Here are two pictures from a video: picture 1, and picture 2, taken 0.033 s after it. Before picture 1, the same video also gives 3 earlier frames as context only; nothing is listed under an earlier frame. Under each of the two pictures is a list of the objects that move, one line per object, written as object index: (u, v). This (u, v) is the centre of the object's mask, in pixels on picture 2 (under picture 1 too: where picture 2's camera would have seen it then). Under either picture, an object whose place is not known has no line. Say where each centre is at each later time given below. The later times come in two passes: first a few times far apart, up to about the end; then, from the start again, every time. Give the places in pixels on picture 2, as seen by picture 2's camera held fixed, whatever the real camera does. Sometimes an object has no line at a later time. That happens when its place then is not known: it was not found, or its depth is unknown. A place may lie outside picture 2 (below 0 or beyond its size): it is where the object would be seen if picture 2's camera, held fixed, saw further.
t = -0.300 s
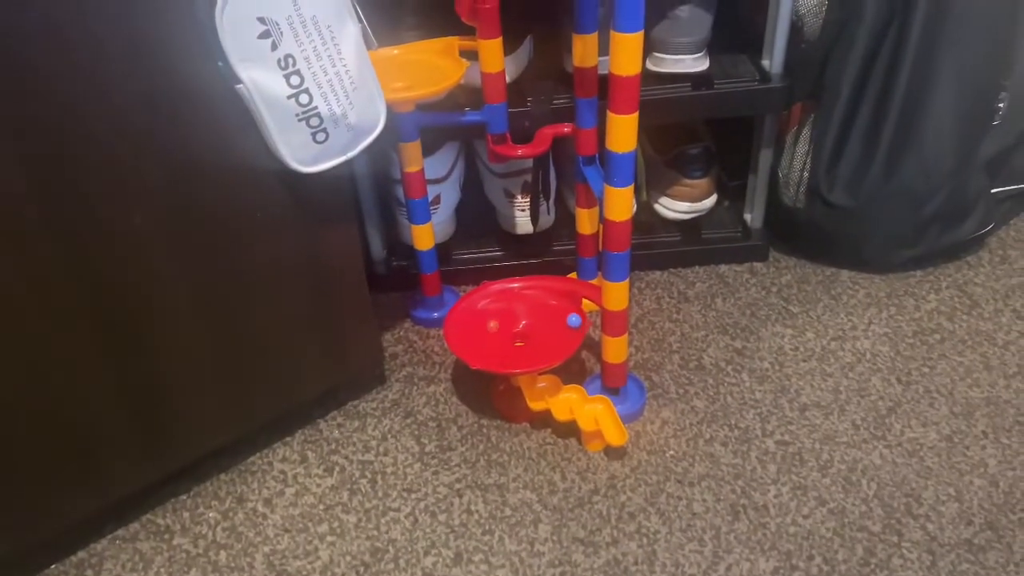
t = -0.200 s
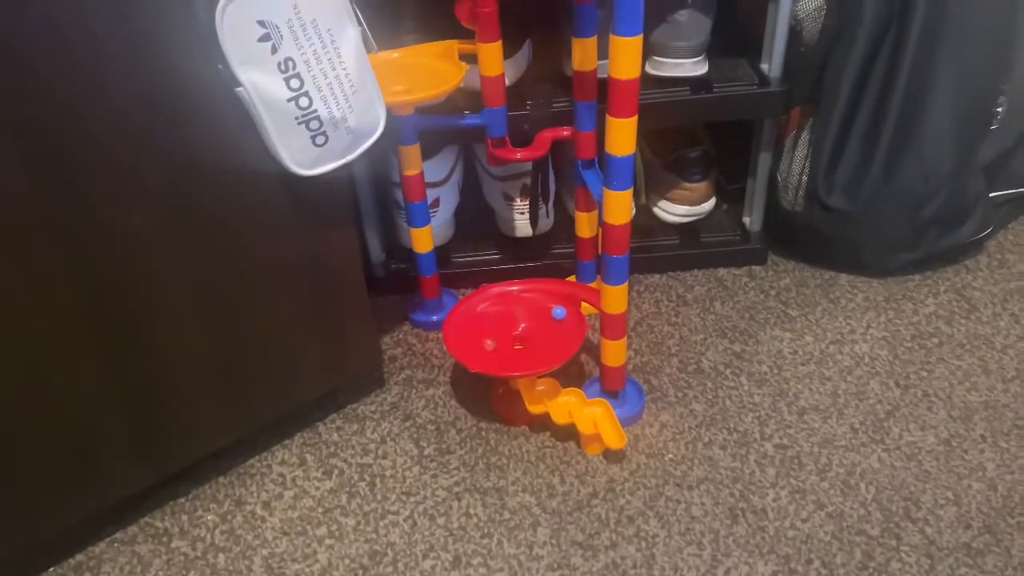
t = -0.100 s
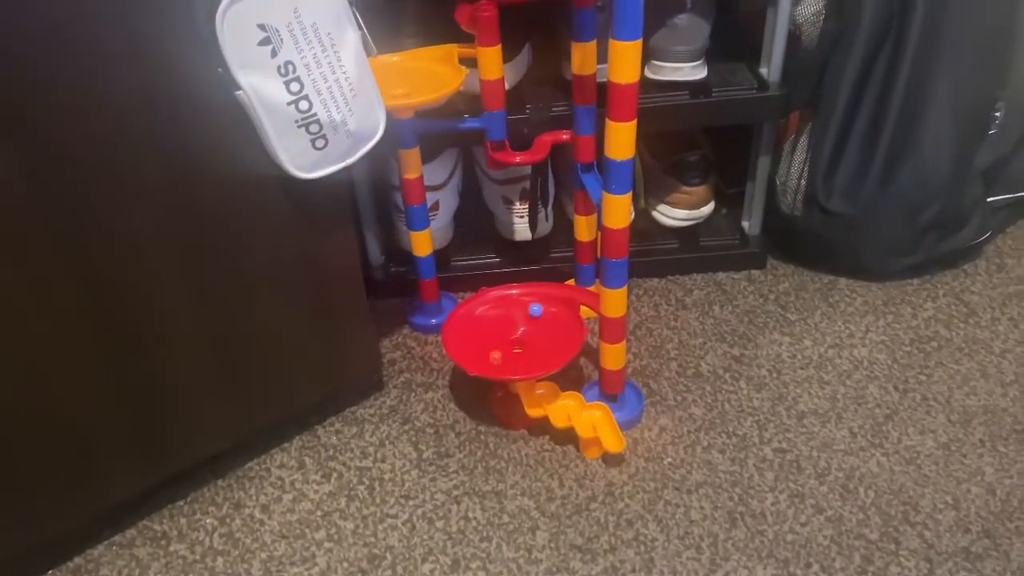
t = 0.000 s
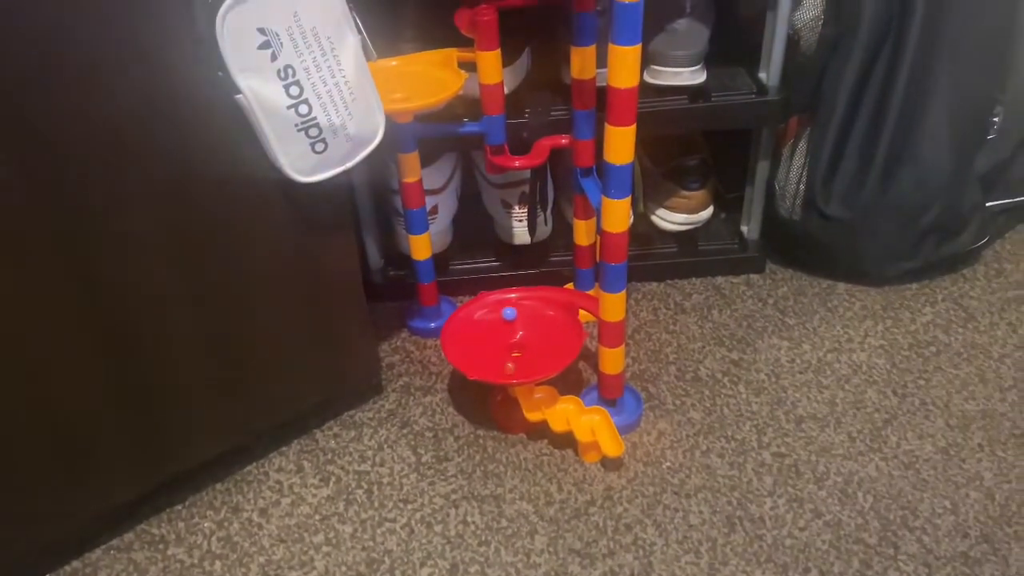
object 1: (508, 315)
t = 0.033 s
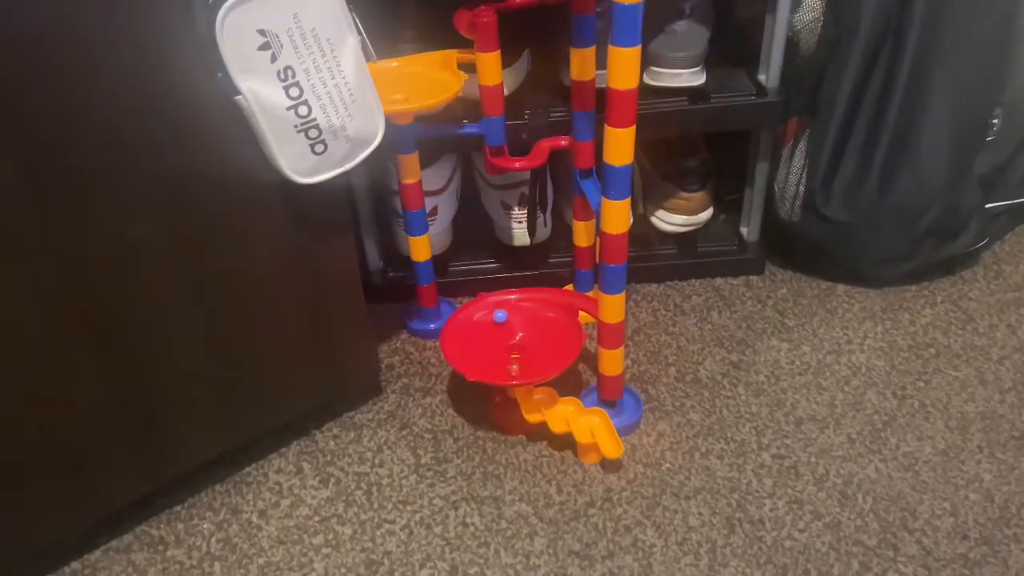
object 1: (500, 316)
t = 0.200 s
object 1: (469, 330)
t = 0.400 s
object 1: (467, 354)
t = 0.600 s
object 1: (504, 368)
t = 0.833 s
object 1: (556, 353)
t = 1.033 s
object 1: (565, 328)
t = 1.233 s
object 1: (534, 316)
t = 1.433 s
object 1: (491, 328)
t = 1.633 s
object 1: (477, 353)
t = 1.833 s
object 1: (504, 368)
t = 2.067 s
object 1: (547, 355)
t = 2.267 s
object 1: (552, 329)
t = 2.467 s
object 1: (522, 316)
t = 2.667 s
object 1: (490, 330)
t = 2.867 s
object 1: (491, 355)
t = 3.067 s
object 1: (525, 364)
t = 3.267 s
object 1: (551, 350)
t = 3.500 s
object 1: (542, 325)
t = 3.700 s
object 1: (513, 319)
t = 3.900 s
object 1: (490, 337)
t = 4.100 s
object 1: (505, 360)
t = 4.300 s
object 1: (537, 361)
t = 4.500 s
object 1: (549, 344)
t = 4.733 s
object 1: (520, 327)
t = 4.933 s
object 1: (488, 332)
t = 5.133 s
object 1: (493, 351)
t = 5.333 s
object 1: (532, 355)
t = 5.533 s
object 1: (551, 341)
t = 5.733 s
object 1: (532, 331)
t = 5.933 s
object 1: (495, 337)
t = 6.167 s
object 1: (495, 354)
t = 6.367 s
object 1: (529, 352)
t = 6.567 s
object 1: (541, 333)
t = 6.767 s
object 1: (520, 328)
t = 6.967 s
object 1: (497, 345)
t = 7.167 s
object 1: (509, 359)
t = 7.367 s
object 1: (531, 350)
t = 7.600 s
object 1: (522, 329)
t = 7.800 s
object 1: (501, 334)
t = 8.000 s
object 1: (509, 353)
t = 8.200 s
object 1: (533, 353)
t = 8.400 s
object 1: (531, 339)
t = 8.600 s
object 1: (501, 336)
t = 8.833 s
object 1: (502, 350)
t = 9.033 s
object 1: (532, 346)
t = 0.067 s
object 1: (492, 318)
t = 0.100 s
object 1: (486, 320)
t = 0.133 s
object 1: (479, 323)
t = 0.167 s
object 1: (474, 326)
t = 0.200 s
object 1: (469, 330)
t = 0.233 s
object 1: (466, 334)
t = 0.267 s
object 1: (464, 338)
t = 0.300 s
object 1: (463, 342)
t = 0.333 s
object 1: (463, 346)
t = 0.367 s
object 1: (464, 350)
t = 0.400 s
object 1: (467, 354)
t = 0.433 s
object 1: (471, 358)
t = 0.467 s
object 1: (475, 361)
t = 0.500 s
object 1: (481, 364)
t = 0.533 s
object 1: (488, 366)
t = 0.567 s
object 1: (495, 368)
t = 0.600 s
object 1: (504, 368)
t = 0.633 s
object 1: (512, 368)
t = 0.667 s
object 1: (521, 367)
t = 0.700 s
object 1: (529, 366)
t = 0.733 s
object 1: (537, 363)
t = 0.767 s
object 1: (544, 360)
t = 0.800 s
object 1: (551, 357)
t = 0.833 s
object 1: (556, 353)
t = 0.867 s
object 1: (560, 348)
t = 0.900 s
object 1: (564, 344)
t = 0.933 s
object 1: (566, 340)
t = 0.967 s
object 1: (567, 336)
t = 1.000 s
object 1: (567, 331)
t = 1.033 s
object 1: (565, 328)
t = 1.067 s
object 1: (562, 324)
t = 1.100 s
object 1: (559, 321)
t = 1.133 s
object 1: (554, 319)
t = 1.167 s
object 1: (548, 318)
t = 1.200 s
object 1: (542, 317)
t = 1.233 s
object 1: (534, 316)
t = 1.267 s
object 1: (527, 317)
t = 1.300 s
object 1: (520, 318)
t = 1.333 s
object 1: (511, 320)
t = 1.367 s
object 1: (504, 322)
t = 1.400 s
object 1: (497, 325)
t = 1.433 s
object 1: (491, 328)
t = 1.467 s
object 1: (485, 333)
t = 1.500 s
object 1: (481, 337)
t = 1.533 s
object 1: (478, 341)
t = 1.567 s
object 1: (476, 345)
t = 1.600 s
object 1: (476, 349)
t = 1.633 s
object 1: (477, 353)
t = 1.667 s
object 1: (479, 357)
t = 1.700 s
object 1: (482, 361)
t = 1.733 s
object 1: (486, 364)
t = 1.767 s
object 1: (491, 366)
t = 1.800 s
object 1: (497, 367)
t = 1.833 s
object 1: (504, 368)
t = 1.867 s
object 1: (510, 368)
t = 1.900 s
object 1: (517, 368)
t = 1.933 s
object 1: (524, 366)
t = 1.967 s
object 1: (531, 364)
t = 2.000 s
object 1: (537, 362)
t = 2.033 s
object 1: (542, 358)
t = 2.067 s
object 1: (547, 355)
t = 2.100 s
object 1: (551, 350)
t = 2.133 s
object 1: (553, 346)
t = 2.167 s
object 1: (554, 341)
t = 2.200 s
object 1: (555, 336)
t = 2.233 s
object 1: (554, 332)
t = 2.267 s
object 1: (552, 329)
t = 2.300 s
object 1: (549, 325)
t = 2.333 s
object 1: (545, 322)
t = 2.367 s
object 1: (540, 319)
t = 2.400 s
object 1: (535, 318)
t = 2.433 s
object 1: (529, 317)
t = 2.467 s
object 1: (522, 316)
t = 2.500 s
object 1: (516, 316)
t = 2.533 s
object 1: (510, 318)
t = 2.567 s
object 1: (504, 320)
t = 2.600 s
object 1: (499, 322)
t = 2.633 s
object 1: (494, 326)
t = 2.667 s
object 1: (490, 330)
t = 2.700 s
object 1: (487, 334)
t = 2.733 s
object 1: (486, 338)
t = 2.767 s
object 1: (485, 343)
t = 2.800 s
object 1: (486, 347)
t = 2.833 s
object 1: (488, 351)
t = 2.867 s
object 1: (491, 355)
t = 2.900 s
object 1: (496, 358)
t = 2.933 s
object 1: (501, 361)
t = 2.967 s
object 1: (506, 363)
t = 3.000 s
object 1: (512, 364)
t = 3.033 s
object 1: (518, 364)
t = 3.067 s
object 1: (525, 364)
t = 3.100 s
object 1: (531, 363)
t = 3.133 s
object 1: (537, 361)
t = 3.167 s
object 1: (542, 359)
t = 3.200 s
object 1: (545, 356)
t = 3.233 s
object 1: (549, 353)
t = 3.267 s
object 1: (551, 350)
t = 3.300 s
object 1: (552, 346)
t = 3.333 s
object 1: (552, 343)
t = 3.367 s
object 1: (552, 339)
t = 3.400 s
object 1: (549, 336)
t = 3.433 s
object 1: (548, 332)
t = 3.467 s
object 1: (545, 328)
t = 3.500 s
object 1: (542, 325)
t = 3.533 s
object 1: (538, 323)
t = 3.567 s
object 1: (533, 320)
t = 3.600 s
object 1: (529, 319)
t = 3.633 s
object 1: (523, 318)
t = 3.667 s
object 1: (518, 318)
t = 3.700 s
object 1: (513, 319)
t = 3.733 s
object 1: (507, 321)
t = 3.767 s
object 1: (502, 322)
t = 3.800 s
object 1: (498, 325)
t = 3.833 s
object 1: (494, 329)
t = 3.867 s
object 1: (491, 333)
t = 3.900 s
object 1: (490, 337)
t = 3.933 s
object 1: (489, 342)
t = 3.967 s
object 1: (490, 346)
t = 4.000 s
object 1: (492, 350)
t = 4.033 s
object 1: (496, 354)
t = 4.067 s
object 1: (500, 357)
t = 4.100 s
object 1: (505, 360)
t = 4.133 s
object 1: (510, 362)
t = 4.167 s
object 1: (516, 363)
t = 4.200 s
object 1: (522, 363)
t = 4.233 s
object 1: (527, 363)
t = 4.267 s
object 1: (533, 362)
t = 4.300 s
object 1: (537, 361)
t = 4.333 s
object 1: (542, 358)
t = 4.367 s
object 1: (545, 356)
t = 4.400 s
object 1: (547, 353)
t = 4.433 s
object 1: (549, 350)
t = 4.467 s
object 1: (550, 347)
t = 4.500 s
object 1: (549, 344)
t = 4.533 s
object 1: (548, 341)
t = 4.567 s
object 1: (546, 338)
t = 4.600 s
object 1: (542, 335)
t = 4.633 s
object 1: (538, 332)
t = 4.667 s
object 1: (532, 330)
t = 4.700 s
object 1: (526, 328)
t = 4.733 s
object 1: (520, 327)
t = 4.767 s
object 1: (513, 326)
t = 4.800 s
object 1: (507, 326)
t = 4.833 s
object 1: (501, 326)
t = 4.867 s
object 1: (496, 328)
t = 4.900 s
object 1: (491, 330)
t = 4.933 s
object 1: (488, 332)
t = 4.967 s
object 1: (486, 335)
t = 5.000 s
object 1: (485, 337)
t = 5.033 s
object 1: (485, 341)
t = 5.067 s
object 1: (487, 345)
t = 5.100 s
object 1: (489, 348)
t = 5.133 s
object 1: (493, 351)
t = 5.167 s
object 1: (498, 353)
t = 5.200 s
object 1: (505, 355)
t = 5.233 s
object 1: (511, 356)
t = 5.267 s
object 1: (518, 356)
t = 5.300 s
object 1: (525, 356)
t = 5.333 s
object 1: (532, 355)
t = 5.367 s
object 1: (538, 353)
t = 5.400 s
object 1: (542, 351)
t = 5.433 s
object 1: (546, 349)
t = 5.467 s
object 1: (549, 346)
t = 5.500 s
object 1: (550, 344)
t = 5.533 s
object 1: (551, 341)
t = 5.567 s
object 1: (550, 339)
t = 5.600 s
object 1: (548, 336)
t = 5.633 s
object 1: (546, 335)
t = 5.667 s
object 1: (542, 333)
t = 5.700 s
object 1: (537, 331)
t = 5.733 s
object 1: (532, 331)
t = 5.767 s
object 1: (525, 331)
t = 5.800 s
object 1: (518, 331)
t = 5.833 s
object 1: (512, 332)
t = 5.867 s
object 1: (505, 333)
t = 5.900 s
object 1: (500, 335)
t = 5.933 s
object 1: (495, 337)
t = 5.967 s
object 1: (491, 340)
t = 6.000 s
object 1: (488, 342)
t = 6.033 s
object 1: (487, 345)
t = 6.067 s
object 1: (488, 347)
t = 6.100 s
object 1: (489, 350)
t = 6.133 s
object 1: (492, 352)
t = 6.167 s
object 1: (495, 354)
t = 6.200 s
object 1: (500, 356)
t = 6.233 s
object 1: (506, 356)
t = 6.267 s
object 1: (512, 356)
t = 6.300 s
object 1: (517, 355)
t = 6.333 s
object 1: (524, 354)
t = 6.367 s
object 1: (529, 352)
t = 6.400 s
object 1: (534, 349)
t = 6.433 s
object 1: (538, 346)
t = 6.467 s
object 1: (540, 342)
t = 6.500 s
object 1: (541, 339)
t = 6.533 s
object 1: (542, 336)
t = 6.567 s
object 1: (541, 333)
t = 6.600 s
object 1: (540, 331)
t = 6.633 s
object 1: (537, 329)
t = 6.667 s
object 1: (534, 328)
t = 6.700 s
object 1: (530, 327)
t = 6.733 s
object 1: (525, 327)
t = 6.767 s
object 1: (520, 328)
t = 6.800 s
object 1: (514, 330)
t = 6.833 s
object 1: (510, 332)
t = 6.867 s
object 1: (505, 335)
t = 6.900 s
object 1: (501, 338)
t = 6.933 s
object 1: (499, 341)
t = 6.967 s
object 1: (497, 345)
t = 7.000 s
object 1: (497, 348)
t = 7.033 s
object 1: (497, 351)
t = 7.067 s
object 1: (499, 354)
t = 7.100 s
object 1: (502, 356)
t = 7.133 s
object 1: (505, 358)
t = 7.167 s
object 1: (509, 359)
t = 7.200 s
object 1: (513, 359)
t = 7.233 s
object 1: (517, 358)
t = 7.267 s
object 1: (521, 357)
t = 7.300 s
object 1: (525, 355)
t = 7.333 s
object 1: (529, 353)
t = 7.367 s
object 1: (531, 350)
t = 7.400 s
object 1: (533, 347)
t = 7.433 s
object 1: (534, 343)
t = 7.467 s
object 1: (533, 340)
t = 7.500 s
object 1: (532, 336)
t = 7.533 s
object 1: (529, 333)
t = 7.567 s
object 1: (526, 331)
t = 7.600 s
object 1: (522, 329)
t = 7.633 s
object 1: (518, 328)
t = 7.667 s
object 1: (514, 328)
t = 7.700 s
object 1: (510, 328)
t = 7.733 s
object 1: (507, 329)
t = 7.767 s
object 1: (504, 331)
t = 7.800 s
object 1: (501, 334)
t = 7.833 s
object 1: (500, 337)
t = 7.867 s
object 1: (500, 340)
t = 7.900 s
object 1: (500, 344)
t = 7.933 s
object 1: (502, 347)
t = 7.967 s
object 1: (505, 350)
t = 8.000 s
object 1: (509, 353)
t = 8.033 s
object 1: (514, 354)
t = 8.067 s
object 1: (518, 355)
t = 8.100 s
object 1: (523, 356)
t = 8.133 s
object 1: (526, 355)
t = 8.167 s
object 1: (530, 354)
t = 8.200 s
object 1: (533, 353)
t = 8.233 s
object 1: (535, 351)
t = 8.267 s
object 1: (536, 349)
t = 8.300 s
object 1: (537, 347)
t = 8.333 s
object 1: (536, 344)
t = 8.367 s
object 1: (534, 342)
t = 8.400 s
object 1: (531, 339)
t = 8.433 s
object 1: (526, 337)
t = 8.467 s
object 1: (521, 336)
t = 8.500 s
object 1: (516, 335)
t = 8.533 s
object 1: (511, 335)
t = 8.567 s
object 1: (505, 335)
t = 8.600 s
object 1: (501, 336)
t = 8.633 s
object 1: (498, 337)
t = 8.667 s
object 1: (495, 339)
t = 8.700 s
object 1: (494, 341)
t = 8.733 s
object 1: (494, 343)
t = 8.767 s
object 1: (496, 345)
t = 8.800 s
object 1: (498, 348)
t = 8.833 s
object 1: (502, 350)
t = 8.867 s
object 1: (507, 351)
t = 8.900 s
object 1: (513, 351)
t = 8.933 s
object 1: (518, 351)
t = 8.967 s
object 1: (524, 351)
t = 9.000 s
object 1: (528, 349)
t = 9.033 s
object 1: (532, 346)
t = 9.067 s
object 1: (535, 345)
